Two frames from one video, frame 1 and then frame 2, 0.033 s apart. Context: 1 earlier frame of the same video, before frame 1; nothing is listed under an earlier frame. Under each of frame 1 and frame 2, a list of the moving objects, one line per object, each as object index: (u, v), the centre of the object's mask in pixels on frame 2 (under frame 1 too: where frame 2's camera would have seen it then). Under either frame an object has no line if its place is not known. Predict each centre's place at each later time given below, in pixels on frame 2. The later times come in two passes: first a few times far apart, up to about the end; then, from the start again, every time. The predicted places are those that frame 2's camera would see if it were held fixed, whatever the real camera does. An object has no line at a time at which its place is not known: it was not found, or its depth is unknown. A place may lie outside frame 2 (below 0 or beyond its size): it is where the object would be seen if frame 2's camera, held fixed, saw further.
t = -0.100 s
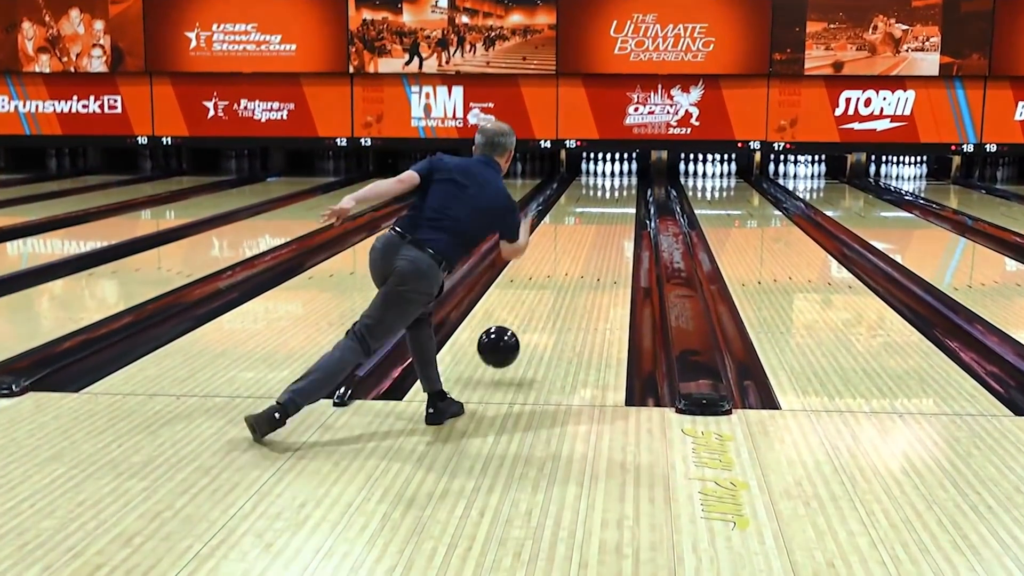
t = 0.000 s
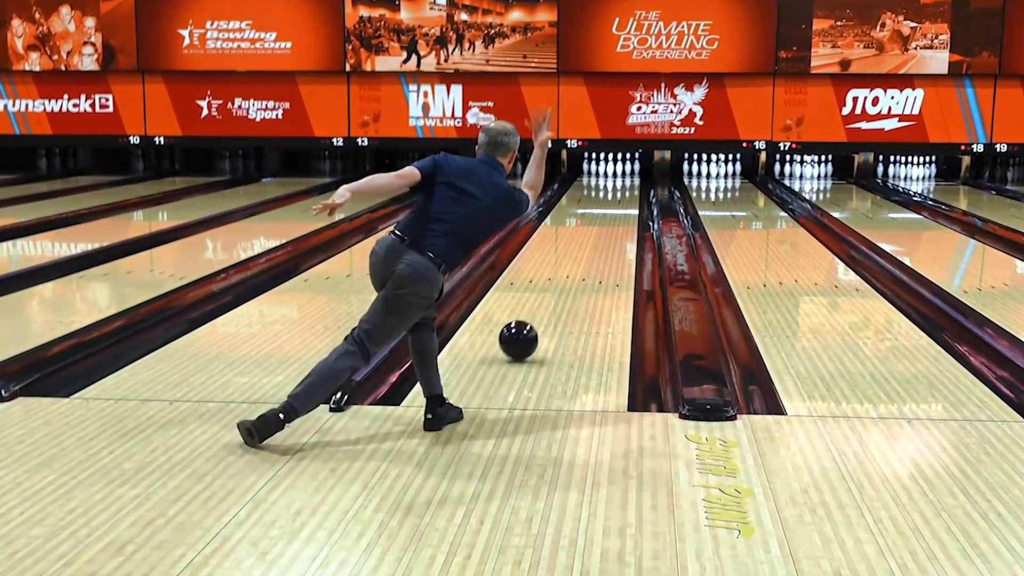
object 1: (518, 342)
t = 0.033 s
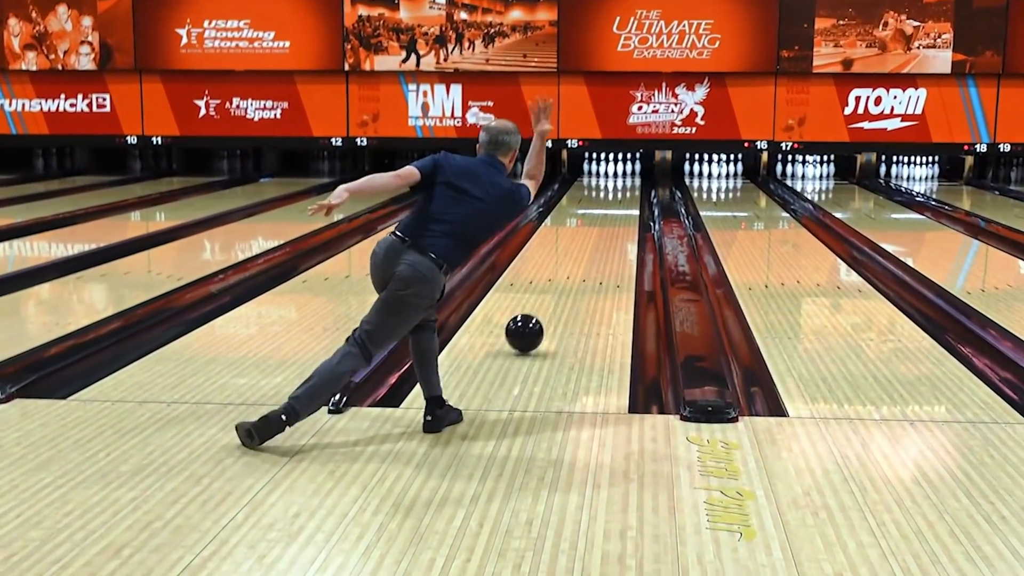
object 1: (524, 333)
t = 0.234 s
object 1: (553, 298)
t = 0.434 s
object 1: (574, 272)
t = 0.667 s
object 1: (592, 248)
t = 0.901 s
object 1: (605, 230)
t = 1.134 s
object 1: (615, 215)
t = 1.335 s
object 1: (622, 205)
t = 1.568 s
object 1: (627, 196)
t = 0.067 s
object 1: (530, 326)
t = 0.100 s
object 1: (535, 321)
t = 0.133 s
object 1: (540, 315)
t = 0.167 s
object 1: (545, 309)
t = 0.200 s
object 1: (549, 304)
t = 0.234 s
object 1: (553, 298)
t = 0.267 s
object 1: (557, 293)
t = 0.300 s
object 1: (561, 289)
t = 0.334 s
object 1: (564, 284)
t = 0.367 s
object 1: (568, 280)
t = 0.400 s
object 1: (571, 276)
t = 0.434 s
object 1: (574, 272)
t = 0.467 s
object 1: (577, 268)
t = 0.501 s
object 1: (580, 264)
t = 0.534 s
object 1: (582, 261)
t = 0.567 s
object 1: (585, 257)
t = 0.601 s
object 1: (587, 254)
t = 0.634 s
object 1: (590, 251)
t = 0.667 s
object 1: (592, 248)
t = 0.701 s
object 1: (594, 245)
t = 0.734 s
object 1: (596, 242)
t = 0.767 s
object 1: (598, 240)
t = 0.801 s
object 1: (600, 237)
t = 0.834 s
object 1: (602, 235)
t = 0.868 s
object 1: (604, 232)
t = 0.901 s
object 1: (605, 230)
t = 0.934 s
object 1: (607, 228)
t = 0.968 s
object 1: (608, 225)
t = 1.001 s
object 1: (610, 223)
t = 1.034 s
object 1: (611, 221)
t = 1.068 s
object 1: (612, 219)
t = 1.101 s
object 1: (614, 217)
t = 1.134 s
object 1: (615, 215)
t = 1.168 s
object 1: (616, 214)
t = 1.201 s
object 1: (618, 212)
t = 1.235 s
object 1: (619, 210)
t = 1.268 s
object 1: (620, 209)
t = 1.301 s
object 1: (621, 207)
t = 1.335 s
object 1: (622, 205)
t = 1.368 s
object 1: (623, 204)
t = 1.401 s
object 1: (623, 202)
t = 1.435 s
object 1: (624, 201)
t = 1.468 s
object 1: (625, 200)
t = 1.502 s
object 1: (626, 199)
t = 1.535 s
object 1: (626, 197)
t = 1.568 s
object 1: (627, 196)
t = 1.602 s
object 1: (627, 195)
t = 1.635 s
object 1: (628, 194)
